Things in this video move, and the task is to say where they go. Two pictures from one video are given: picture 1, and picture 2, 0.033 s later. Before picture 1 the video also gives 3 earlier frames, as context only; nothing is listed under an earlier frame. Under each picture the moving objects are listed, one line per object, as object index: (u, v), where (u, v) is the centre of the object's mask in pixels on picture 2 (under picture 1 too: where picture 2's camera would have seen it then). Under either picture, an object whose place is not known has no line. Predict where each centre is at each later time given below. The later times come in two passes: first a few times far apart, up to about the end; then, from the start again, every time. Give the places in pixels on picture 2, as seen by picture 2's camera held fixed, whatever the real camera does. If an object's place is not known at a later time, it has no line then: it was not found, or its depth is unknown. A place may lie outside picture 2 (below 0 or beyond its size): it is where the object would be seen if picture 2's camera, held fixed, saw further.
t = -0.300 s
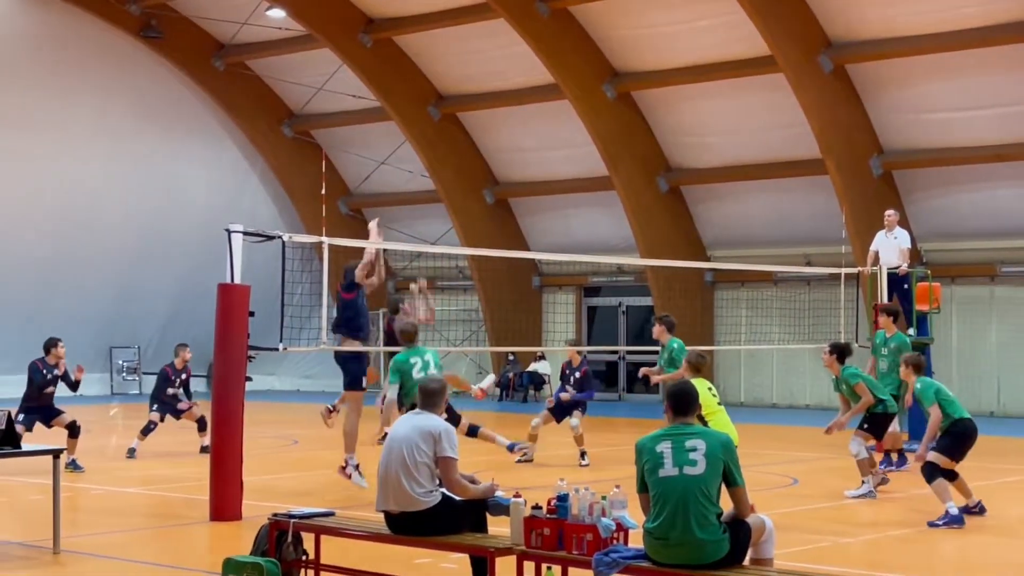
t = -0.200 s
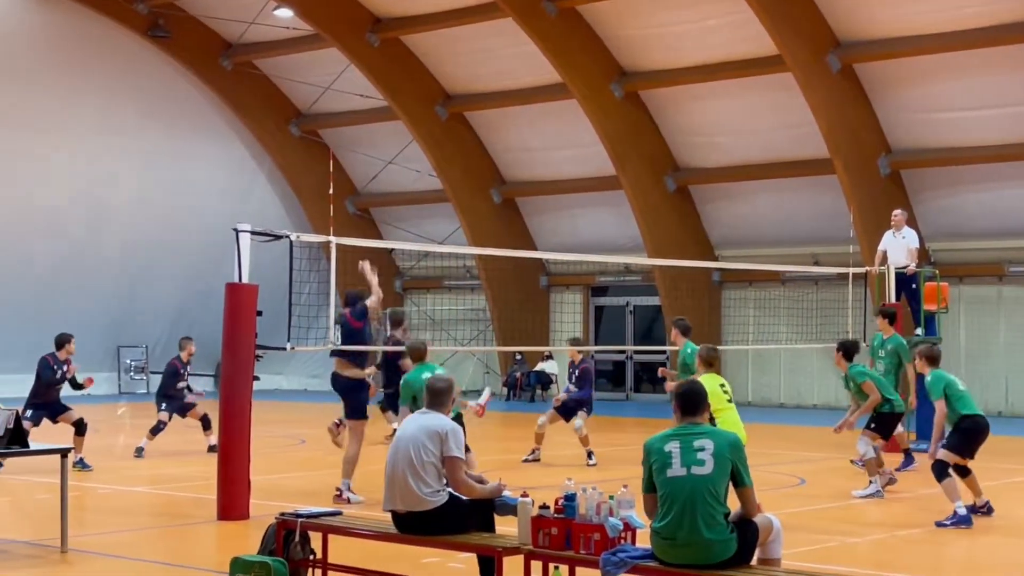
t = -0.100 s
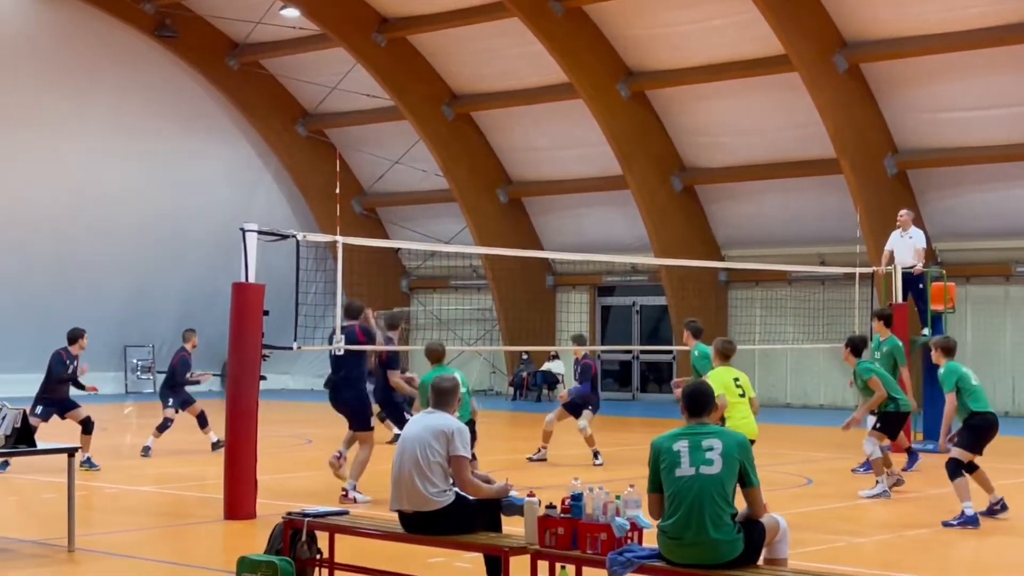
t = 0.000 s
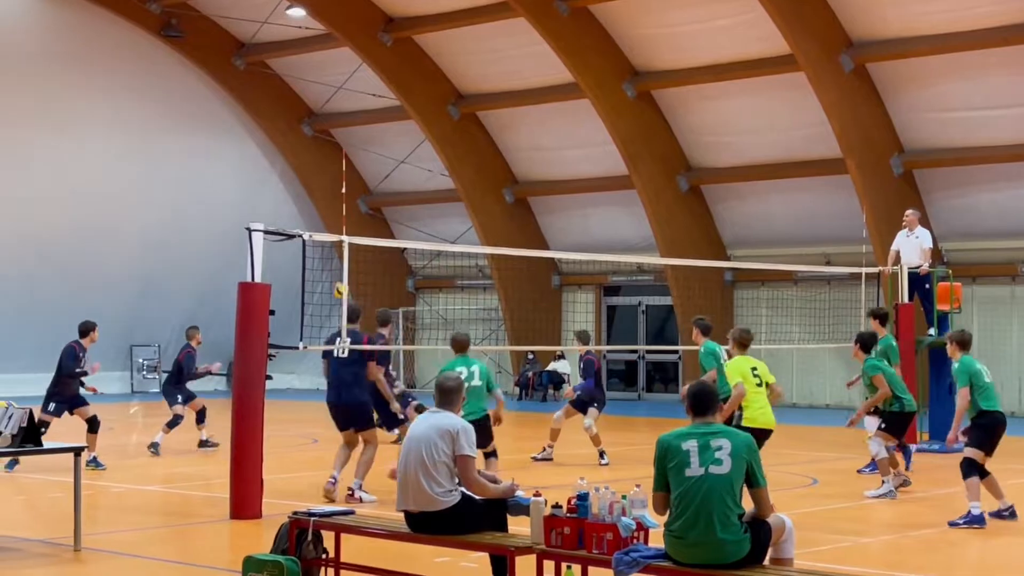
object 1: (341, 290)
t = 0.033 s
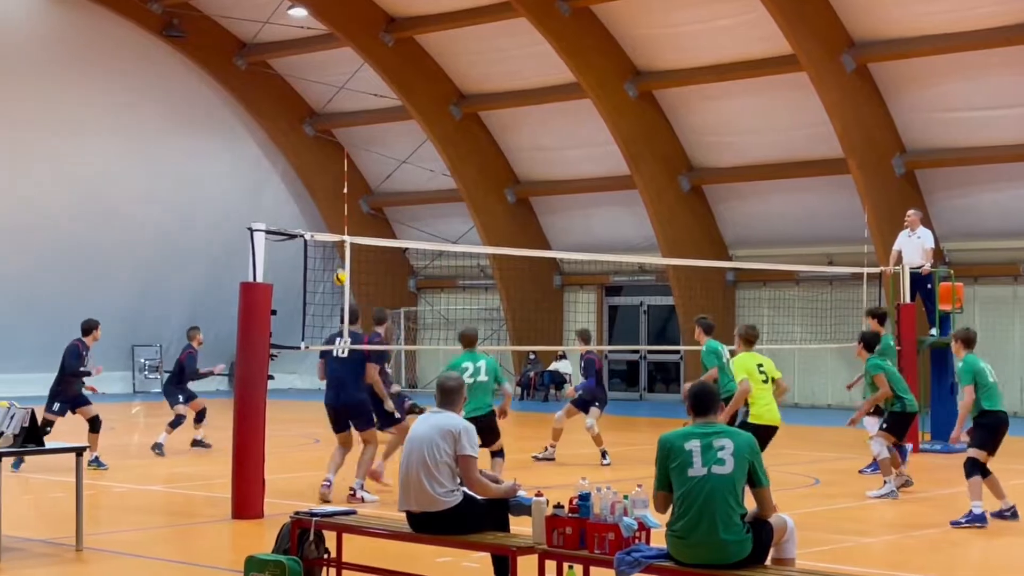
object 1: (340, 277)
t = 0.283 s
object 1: (331, 203)
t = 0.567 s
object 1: (317, 175)
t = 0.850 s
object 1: (301, 212)
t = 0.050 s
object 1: (340, 270)
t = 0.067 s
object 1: (339, 265)
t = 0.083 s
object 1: (339, 258)
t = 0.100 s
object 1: (339, 253)
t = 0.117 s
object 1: (338, 248)
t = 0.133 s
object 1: (337, 245)
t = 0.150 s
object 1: (337, 237)
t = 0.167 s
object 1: (336, 230)
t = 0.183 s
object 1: (336, 227)
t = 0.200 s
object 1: (335, 223)
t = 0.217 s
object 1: (334, 218)
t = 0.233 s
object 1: (333, 214)
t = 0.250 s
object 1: (332, 210)
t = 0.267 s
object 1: (332, 206)
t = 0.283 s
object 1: (331, 203)
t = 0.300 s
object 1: (331, 199)
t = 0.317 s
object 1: (330, 196)
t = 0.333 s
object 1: (329, 193)
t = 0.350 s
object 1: (328, 191)
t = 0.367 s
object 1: (328, 188)
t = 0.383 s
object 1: (327, 186)
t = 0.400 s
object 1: (326, 184)
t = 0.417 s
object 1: (325, 182)
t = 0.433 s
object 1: (325, 180)
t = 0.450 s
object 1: (324, 179)
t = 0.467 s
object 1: (323, 178)
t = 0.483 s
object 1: (321, 177)
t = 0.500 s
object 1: (320, 176)
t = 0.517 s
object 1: (320, 175)
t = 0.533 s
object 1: (319, 175)
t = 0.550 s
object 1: (318, 175)
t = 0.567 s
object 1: (317, 175)
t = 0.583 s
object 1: (316, 175)
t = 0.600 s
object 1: (315, 175)
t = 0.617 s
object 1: (314, 176)
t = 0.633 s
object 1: (313, 177)
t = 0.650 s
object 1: (312, 178)
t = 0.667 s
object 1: (311, 180)
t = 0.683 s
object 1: (310, 181)
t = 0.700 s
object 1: (309, 183)
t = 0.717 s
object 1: (308, 185)
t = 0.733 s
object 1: (307, 188)
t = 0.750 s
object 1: (306, 191)
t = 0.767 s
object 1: (305, 194)
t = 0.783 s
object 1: (305, 197)
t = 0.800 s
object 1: (304, 201)
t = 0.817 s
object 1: (303, 204)
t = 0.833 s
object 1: (301, 208)
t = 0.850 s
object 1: (301, 212)
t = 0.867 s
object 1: (300, 217)
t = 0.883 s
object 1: (299, 221)
